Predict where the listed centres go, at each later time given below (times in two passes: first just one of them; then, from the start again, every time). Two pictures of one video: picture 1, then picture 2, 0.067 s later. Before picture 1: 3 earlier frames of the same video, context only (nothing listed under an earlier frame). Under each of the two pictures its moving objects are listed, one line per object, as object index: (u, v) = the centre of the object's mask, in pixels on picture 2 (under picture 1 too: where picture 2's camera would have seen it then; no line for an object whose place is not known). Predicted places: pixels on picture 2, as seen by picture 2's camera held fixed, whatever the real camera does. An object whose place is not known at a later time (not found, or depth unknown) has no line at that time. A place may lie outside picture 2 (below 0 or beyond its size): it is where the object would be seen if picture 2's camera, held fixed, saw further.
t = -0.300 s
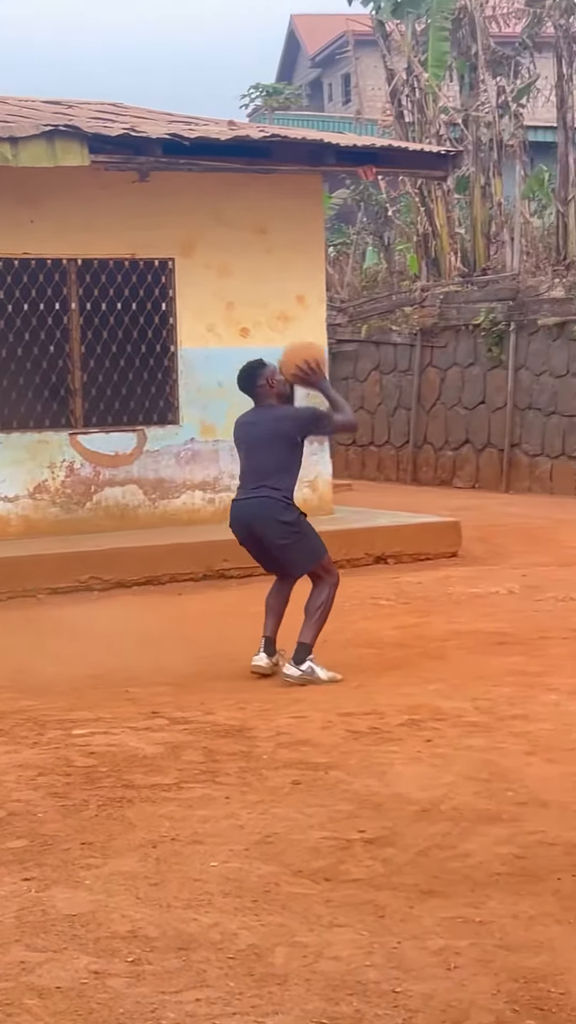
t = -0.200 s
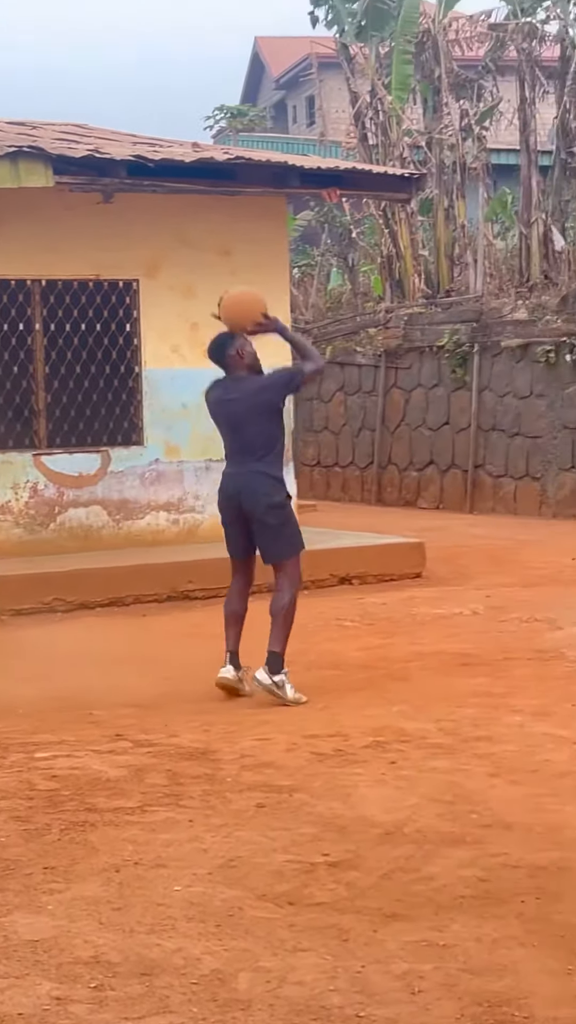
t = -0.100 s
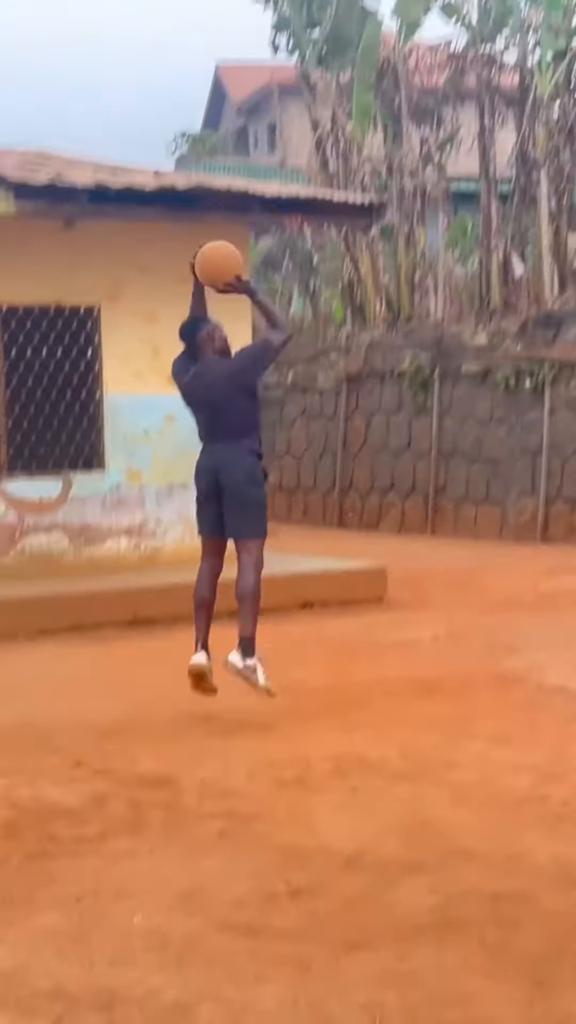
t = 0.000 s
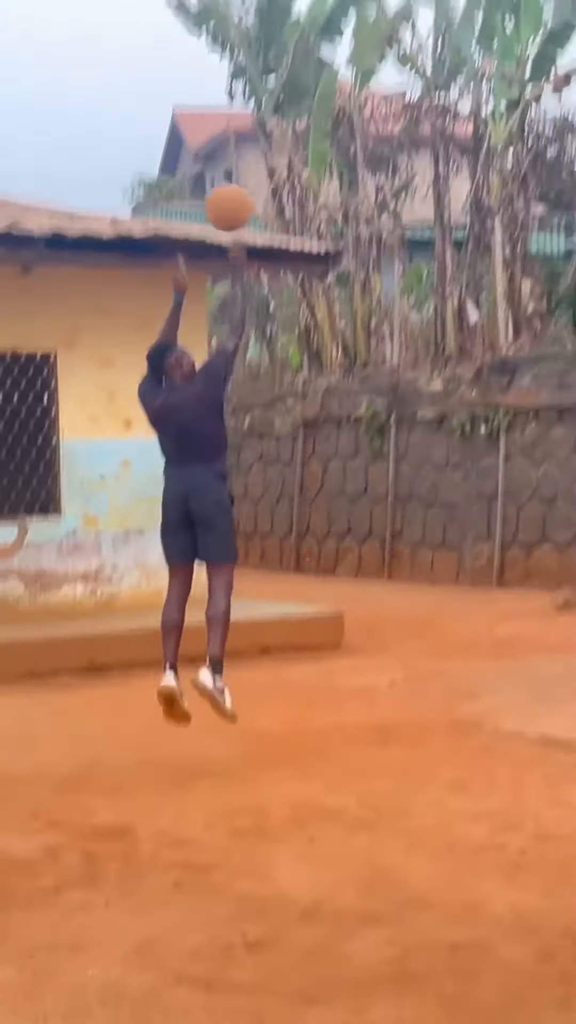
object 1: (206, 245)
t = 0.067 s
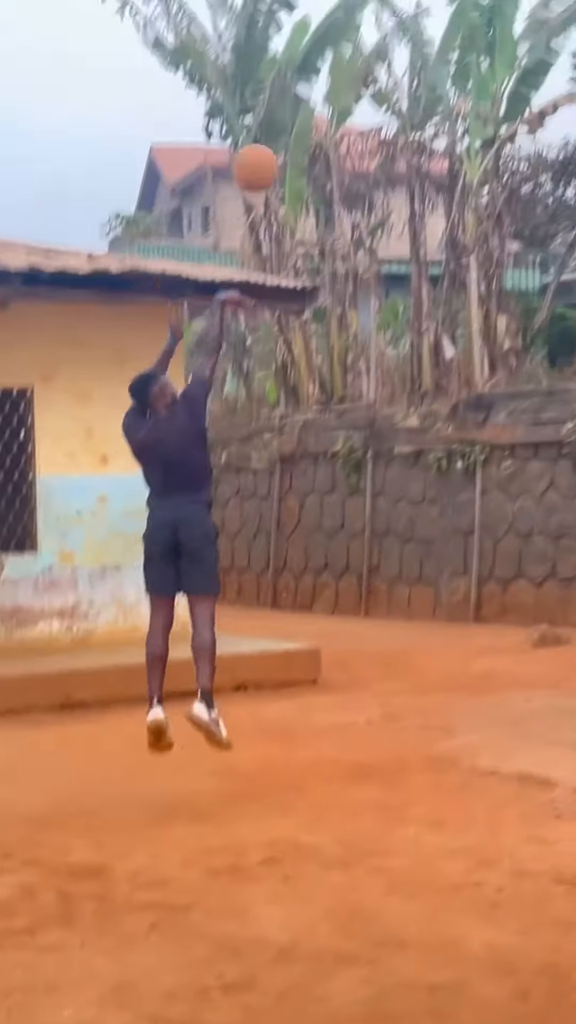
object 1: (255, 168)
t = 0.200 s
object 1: (351, 45)
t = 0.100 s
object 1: (280, 133)
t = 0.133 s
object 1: (304, 101)
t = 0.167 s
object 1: (328, 71)
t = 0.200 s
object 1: (351, 45)
